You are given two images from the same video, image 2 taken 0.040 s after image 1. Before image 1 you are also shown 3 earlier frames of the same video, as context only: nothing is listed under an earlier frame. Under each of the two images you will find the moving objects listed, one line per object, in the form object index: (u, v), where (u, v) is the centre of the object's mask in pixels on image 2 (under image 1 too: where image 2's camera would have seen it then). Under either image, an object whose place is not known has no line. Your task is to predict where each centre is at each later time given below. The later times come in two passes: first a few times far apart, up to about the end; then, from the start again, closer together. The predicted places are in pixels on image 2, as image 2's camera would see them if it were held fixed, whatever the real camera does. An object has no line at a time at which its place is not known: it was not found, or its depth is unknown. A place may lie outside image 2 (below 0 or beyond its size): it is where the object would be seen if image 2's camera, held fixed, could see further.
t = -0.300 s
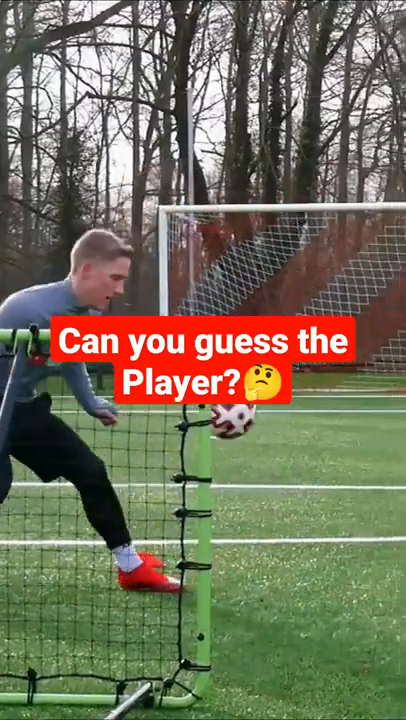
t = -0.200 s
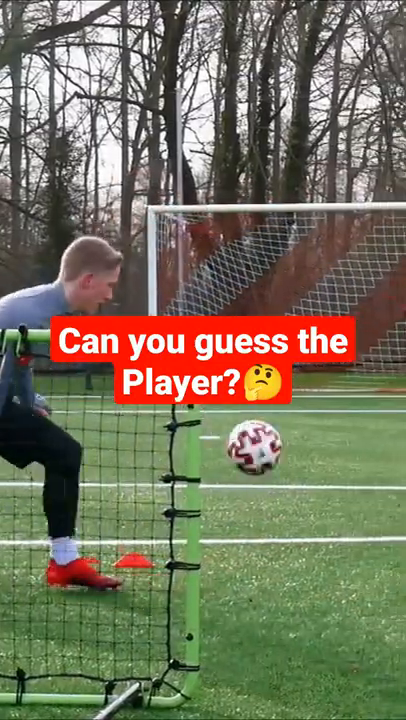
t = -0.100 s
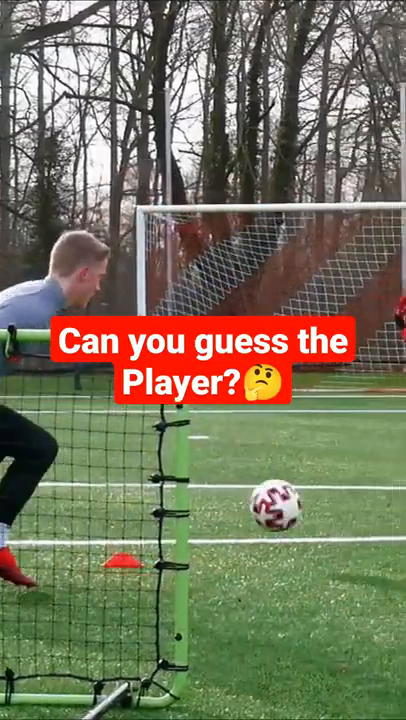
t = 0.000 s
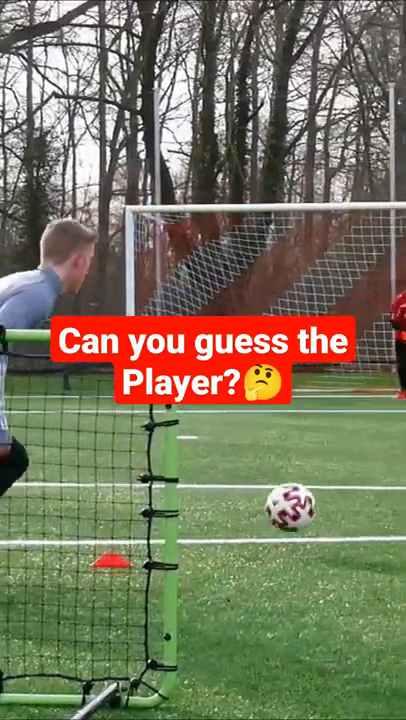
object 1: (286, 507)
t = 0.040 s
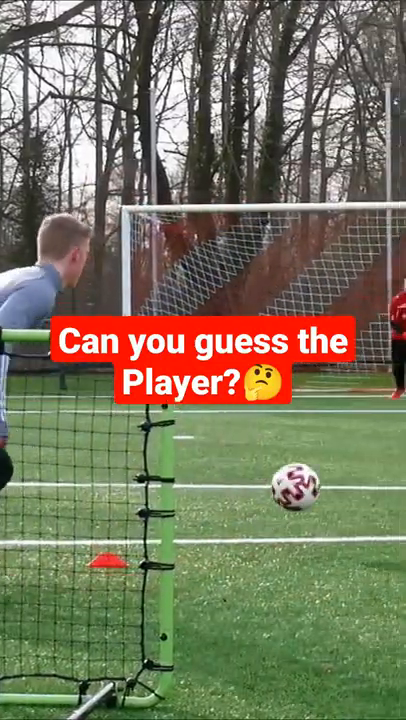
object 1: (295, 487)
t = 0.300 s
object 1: (345, 448)
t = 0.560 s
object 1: (382, 479)
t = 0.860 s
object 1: (406, 491)
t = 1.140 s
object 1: (423, 481)
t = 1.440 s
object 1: (442, 477)
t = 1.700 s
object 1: (457, 474)
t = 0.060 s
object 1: (299, 478)
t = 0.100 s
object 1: (308, 464)
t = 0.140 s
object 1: (316, 454)
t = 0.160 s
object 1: (319, 450)
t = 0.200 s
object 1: (327, 445)
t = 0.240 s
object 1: (334, 444)
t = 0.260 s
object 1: (338, 444)
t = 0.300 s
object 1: (345, 448)
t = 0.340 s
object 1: (352, 455)
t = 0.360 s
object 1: (355, 459)
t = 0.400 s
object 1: (362, 470)
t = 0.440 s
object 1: (368, 484)
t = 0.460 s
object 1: (371, 493)
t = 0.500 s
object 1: (377, 496)
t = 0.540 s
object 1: (380, 484)
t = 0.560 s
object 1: (382, 479)
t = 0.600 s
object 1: (385, 471)
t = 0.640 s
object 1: (389, 467)
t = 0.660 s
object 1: (390, 466)
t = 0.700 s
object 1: (393, 466)
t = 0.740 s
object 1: (397, 468)
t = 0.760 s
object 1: (398, 470)
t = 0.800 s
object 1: (402, 477)
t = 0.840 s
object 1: (404, 487)
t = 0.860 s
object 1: (406, 491)
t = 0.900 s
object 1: (409, 484)
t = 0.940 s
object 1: (411, 479)
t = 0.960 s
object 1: (412, 478)
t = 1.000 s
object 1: (415, 477)
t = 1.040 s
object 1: (417, 480)
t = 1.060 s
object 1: (418, 482)
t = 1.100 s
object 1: (421, 485)
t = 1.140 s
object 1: (423, 481)
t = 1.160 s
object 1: (425, 480)
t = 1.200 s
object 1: (428, 480)
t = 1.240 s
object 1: (430, 482)
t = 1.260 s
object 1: (432, 481)
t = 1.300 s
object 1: (434, 478)
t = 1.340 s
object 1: (437, 478)
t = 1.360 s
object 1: (438, 479)
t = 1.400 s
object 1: (440, 478)
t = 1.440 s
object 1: (442, 477)
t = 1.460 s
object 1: (444, 477)
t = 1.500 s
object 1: (446, 477)
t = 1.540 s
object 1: (448, 476)
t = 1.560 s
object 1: (449, 475)
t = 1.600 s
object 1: (452, 475)
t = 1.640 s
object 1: (454, 475)
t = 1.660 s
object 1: (455, 474)
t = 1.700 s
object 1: (457, 474)
